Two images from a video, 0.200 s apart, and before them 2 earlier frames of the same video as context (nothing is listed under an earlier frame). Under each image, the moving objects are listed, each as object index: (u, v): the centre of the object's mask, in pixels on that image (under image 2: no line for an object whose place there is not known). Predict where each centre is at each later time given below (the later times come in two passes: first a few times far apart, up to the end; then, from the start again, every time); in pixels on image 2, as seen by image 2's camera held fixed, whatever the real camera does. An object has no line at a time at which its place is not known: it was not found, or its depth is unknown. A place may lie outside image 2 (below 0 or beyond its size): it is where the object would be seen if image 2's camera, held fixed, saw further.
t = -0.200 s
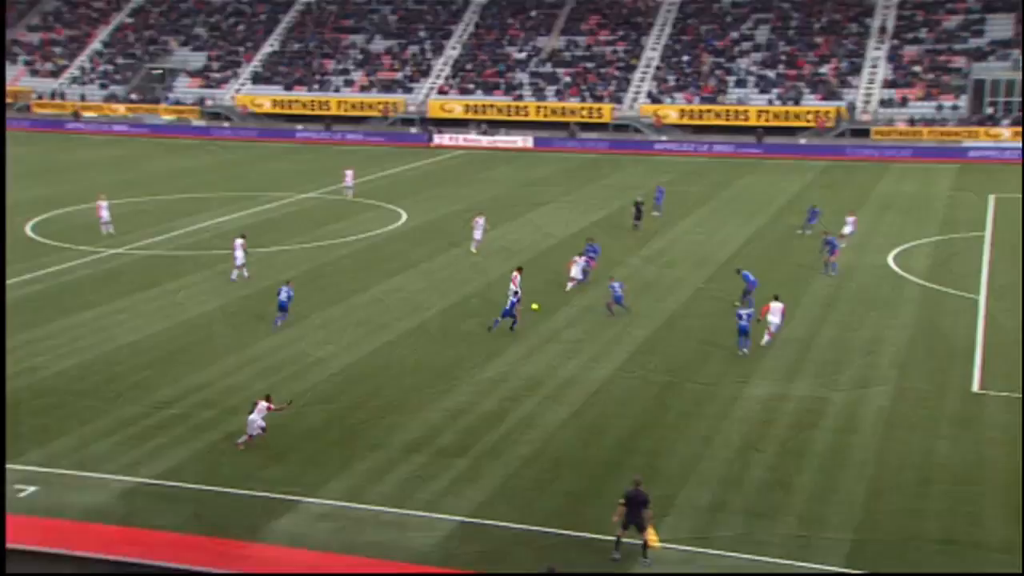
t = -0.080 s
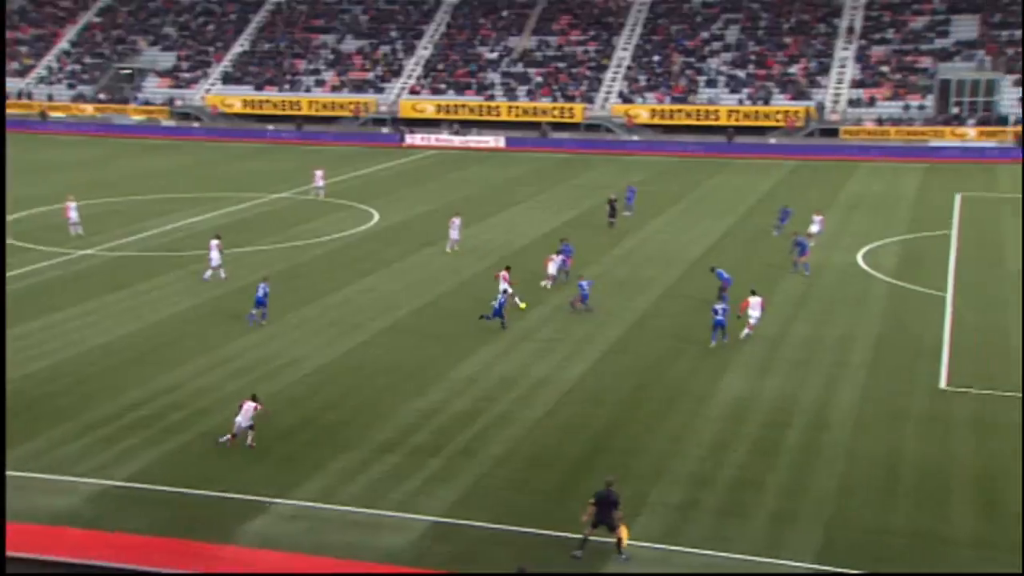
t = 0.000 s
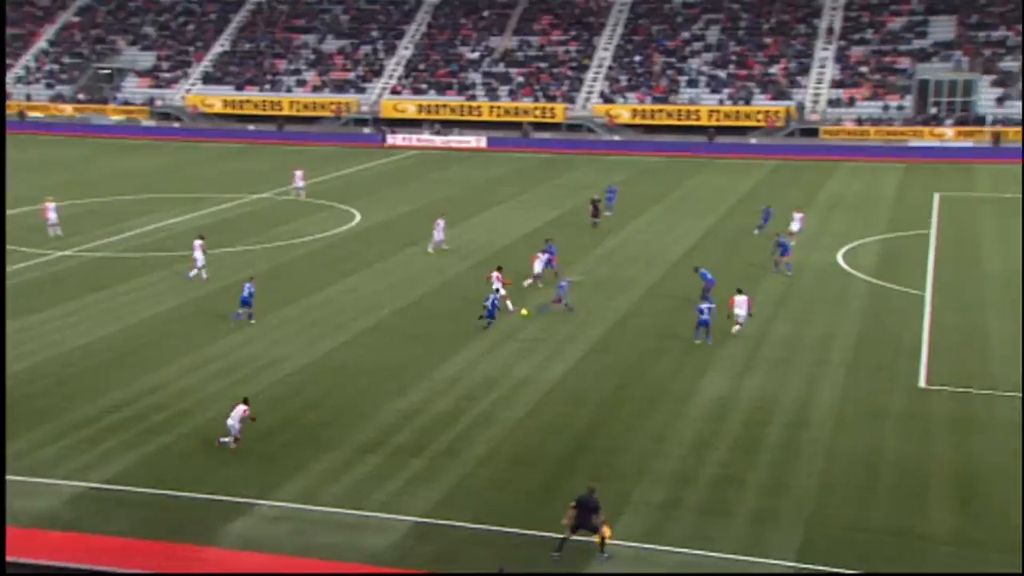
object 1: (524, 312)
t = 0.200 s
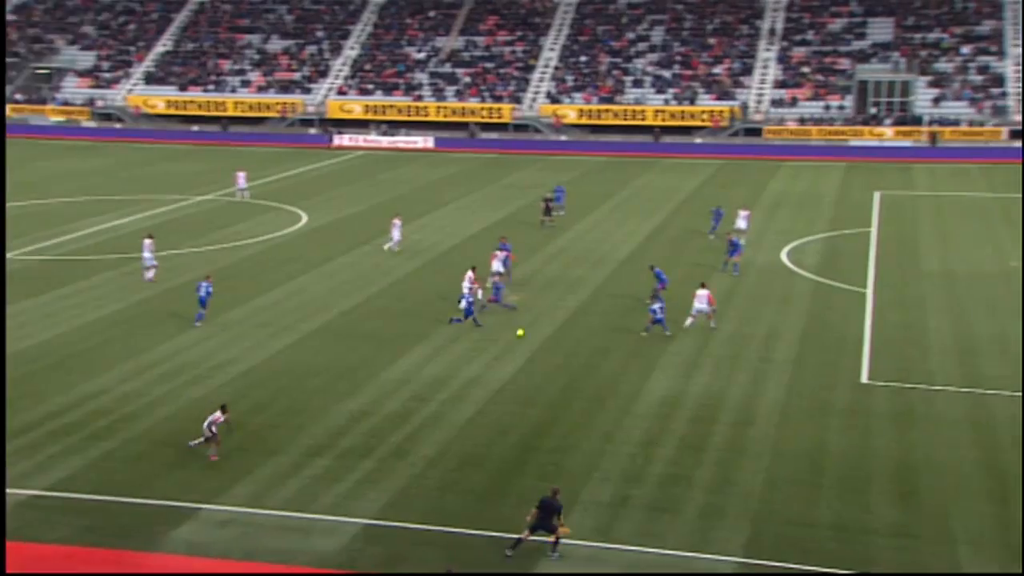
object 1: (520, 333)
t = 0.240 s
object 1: (529, 336)
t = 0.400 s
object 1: (564, 353)
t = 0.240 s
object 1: (529, 336)
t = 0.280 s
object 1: (537, 340)
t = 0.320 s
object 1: (546, 345)
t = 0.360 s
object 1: (555, 349)
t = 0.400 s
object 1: (564, 353)
